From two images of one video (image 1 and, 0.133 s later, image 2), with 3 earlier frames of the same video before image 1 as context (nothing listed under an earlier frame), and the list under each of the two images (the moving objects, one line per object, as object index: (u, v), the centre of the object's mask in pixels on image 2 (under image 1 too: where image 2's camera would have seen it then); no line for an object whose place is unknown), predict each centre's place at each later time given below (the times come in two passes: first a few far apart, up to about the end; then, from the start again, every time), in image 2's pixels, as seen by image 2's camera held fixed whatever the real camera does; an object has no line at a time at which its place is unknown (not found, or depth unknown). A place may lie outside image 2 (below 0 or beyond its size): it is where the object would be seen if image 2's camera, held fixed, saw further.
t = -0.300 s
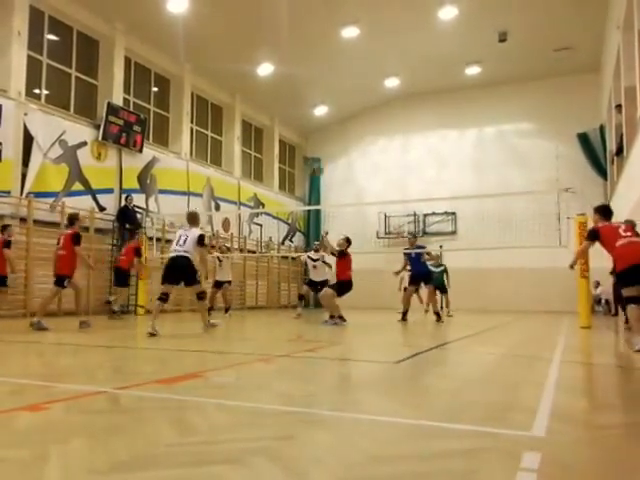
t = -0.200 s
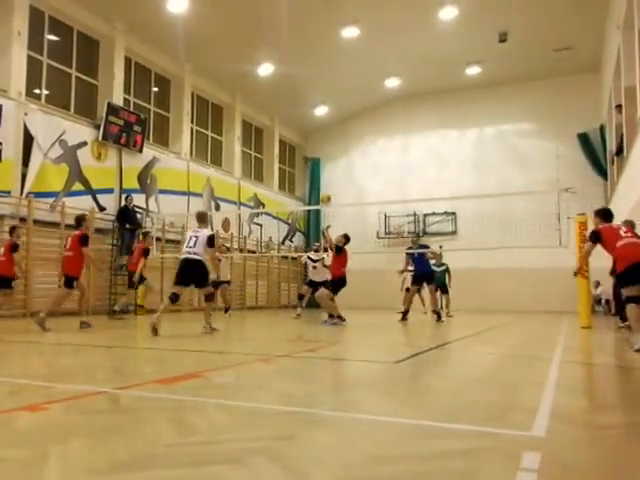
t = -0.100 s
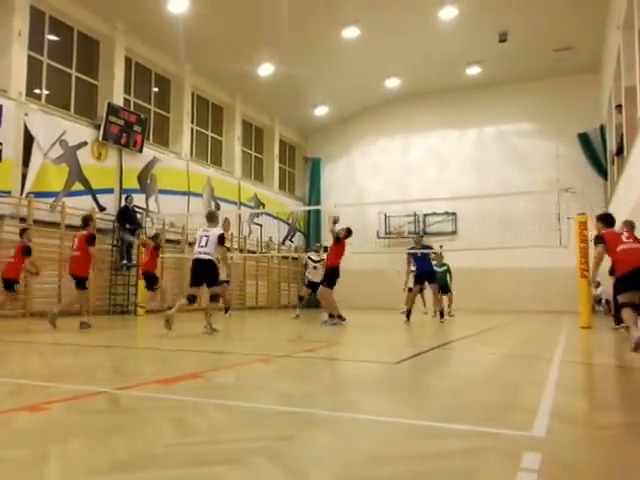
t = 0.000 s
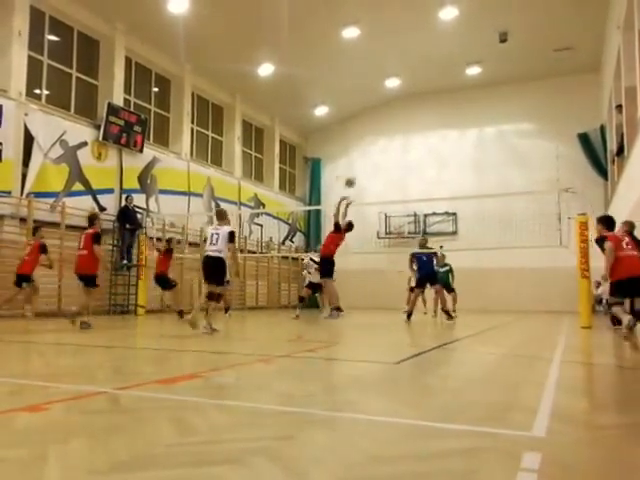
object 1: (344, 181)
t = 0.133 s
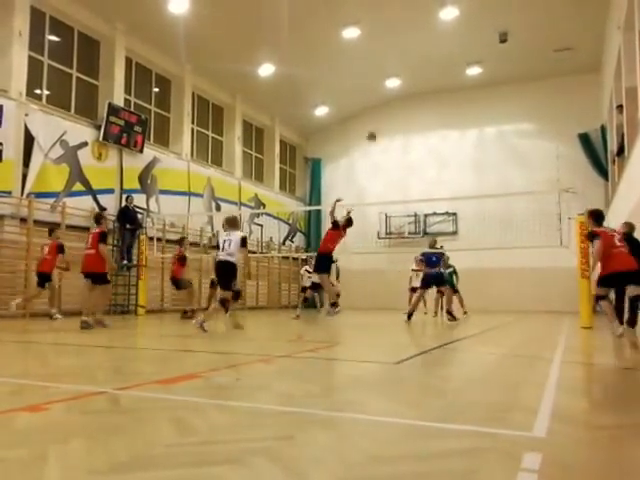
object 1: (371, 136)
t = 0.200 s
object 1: (383, 114)
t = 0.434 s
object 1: (419, 64)
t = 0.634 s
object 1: (451, 45)
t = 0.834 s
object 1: (484, 50)
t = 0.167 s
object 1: (378, 123)
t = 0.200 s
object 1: (383, 114)
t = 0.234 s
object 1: (389, 105)
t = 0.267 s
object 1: (394, 97)
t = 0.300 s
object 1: (400, 90)
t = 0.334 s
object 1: (406, 82)
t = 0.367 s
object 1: (410, 76)
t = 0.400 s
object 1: (414, 70)
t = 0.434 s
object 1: (419, 64)
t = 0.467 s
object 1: (425, 60)
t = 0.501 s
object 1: (430, 55)
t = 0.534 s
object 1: (435, 52)
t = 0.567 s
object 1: (440, 49)
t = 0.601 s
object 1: (446, 47)
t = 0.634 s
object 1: (451, 45)
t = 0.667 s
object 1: (456, 45)
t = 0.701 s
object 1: (462, 44)
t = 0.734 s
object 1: (467, 45)
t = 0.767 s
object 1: (473, 46)
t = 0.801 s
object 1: (479, 48)
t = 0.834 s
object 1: (484, 50)
